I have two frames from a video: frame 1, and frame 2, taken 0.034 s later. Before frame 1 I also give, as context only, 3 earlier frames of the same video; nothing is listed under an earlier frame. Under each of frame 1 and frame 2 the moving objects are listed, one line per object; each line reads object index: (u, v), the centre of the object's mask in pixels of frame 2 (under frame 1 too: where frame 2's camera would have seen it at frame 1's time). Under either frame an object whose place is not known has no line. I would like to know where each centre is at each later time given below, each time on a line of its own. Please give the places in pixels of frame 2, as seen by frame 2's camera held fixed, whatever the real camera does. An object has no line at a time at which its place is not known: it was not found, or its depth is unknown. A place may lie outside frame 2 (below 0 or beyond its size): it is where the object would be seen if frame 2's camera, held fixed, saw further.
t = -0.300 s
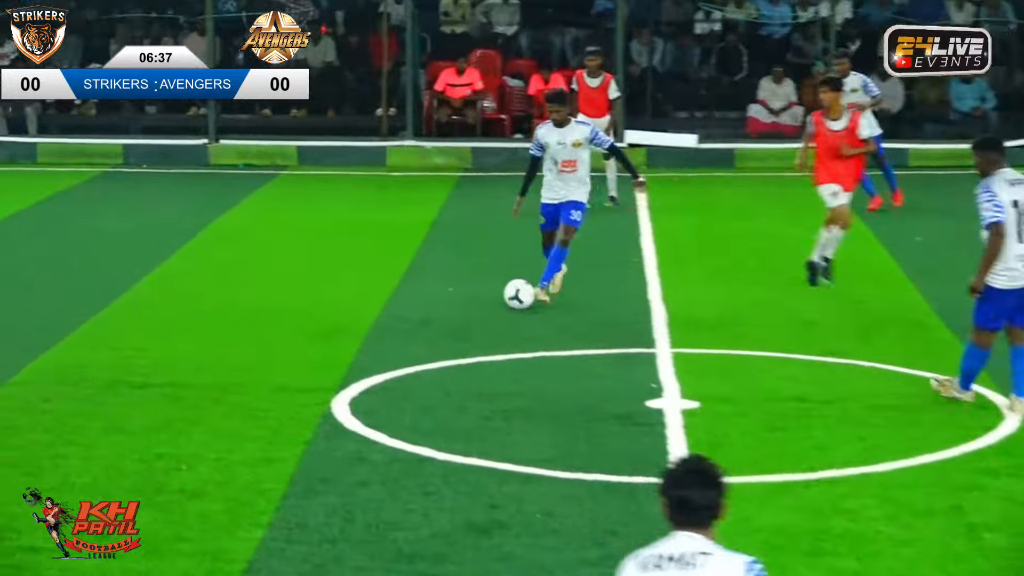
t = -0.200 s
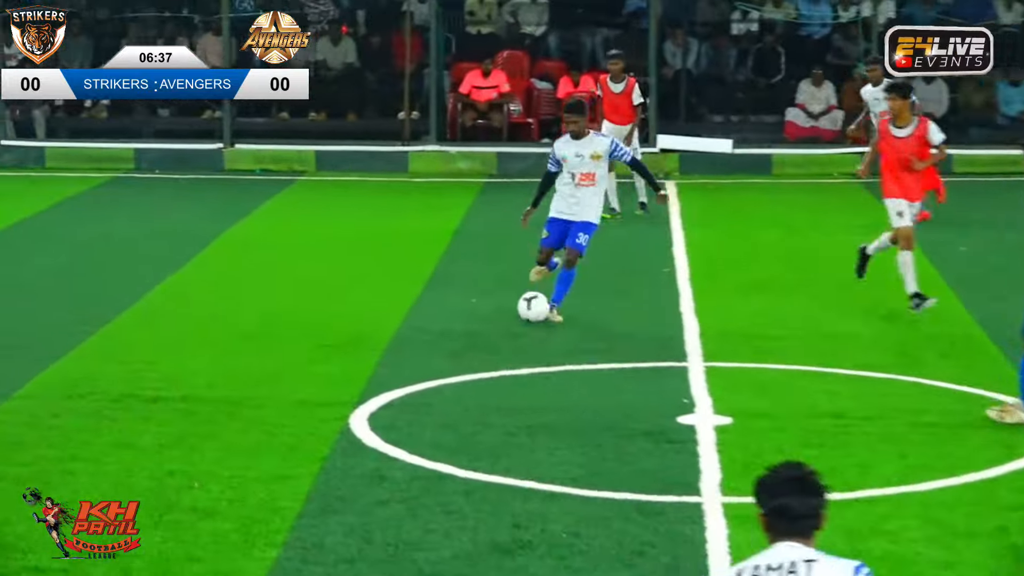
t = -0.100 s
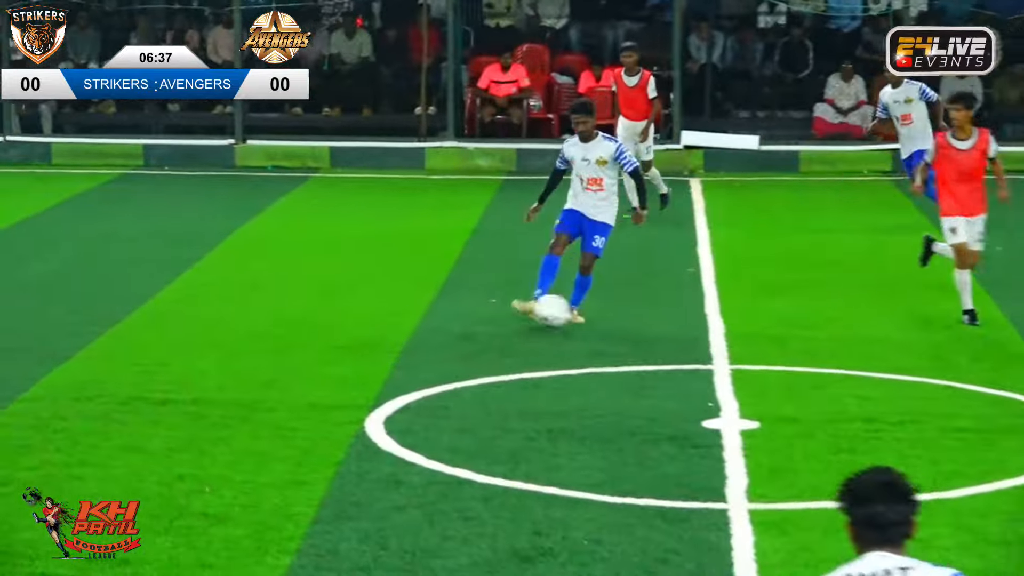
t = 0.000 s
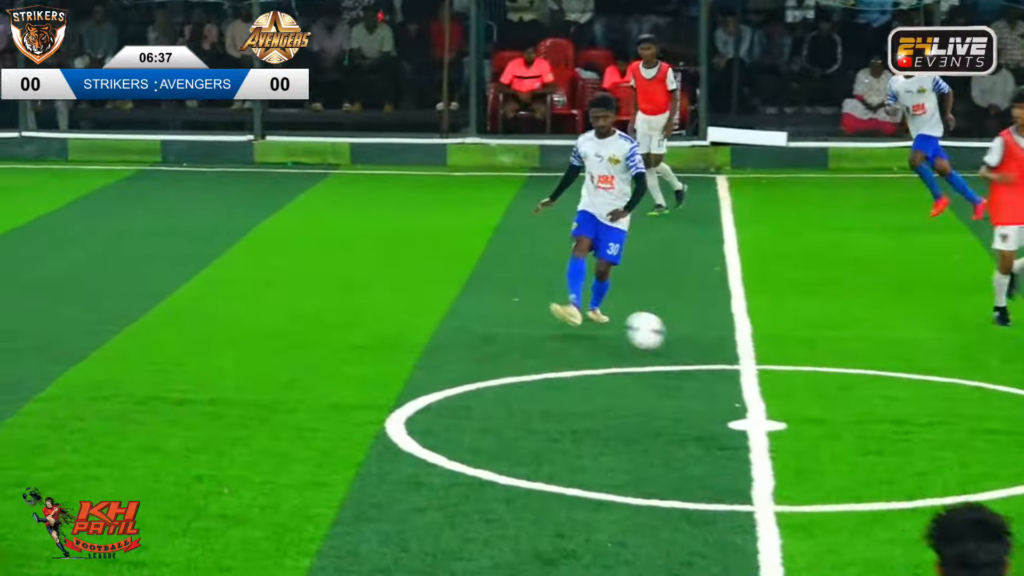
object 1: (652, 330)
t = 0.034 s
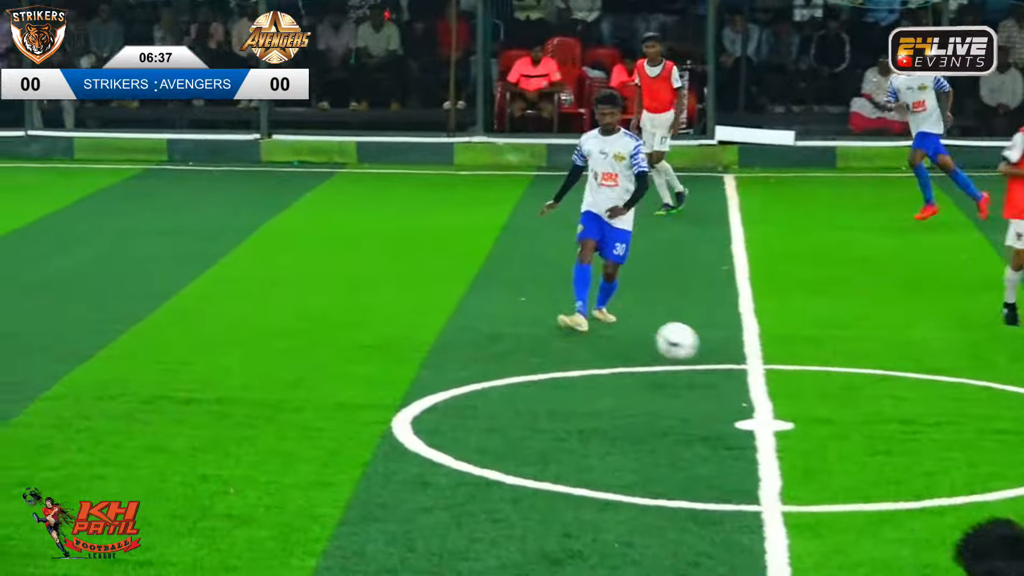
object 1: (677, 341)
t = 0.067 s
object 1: (704, 355)
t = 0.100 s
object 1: (731, 372)
